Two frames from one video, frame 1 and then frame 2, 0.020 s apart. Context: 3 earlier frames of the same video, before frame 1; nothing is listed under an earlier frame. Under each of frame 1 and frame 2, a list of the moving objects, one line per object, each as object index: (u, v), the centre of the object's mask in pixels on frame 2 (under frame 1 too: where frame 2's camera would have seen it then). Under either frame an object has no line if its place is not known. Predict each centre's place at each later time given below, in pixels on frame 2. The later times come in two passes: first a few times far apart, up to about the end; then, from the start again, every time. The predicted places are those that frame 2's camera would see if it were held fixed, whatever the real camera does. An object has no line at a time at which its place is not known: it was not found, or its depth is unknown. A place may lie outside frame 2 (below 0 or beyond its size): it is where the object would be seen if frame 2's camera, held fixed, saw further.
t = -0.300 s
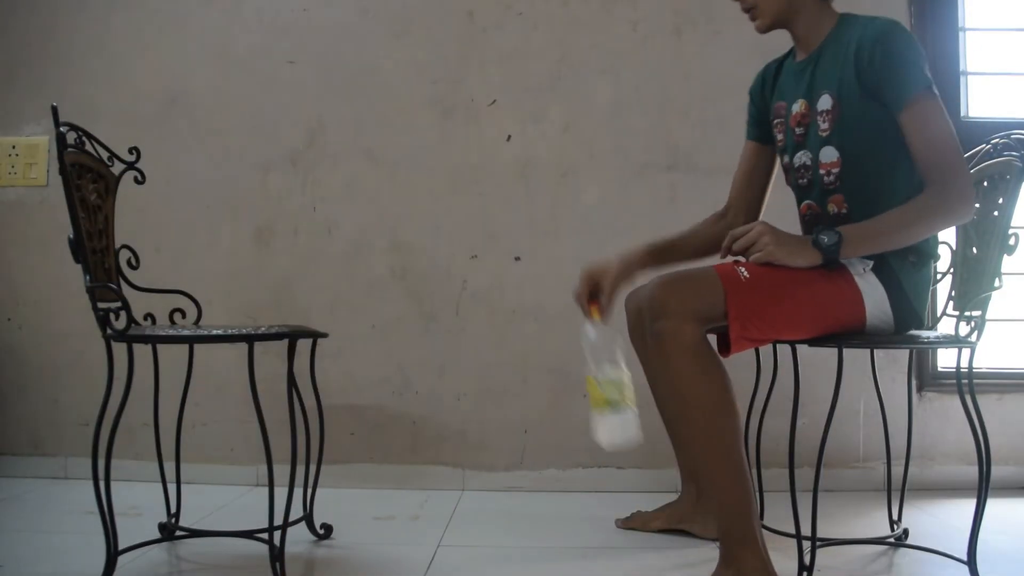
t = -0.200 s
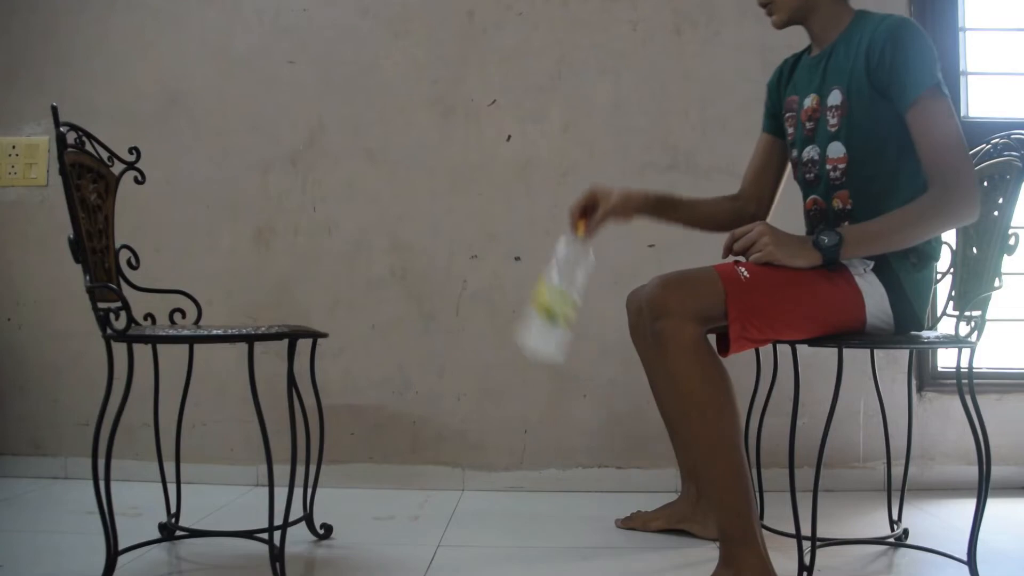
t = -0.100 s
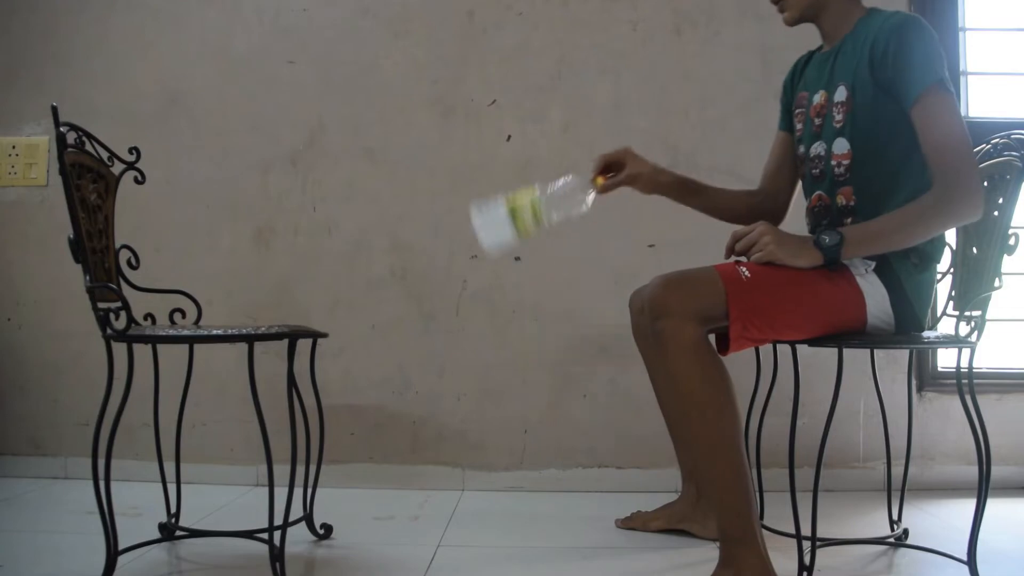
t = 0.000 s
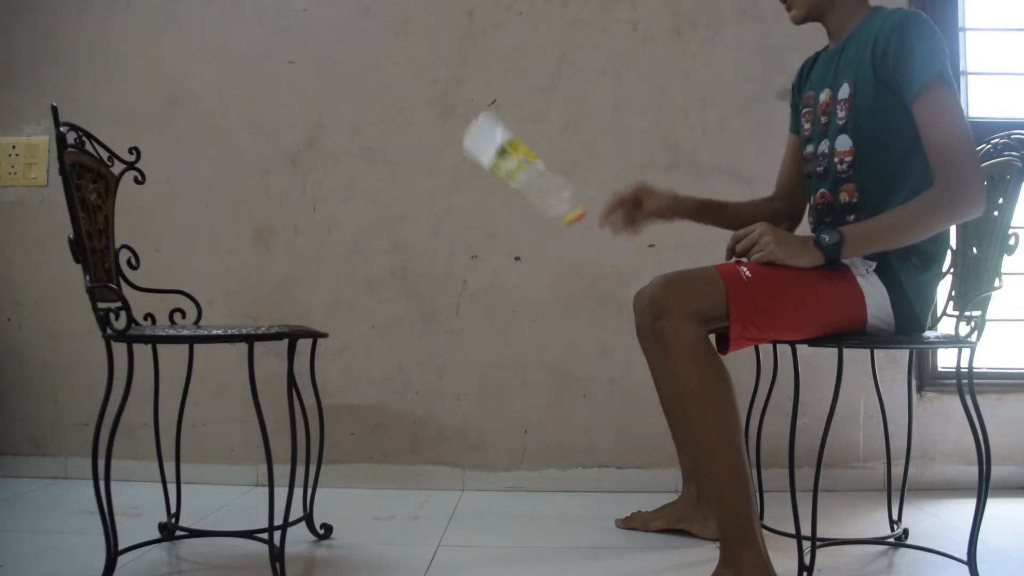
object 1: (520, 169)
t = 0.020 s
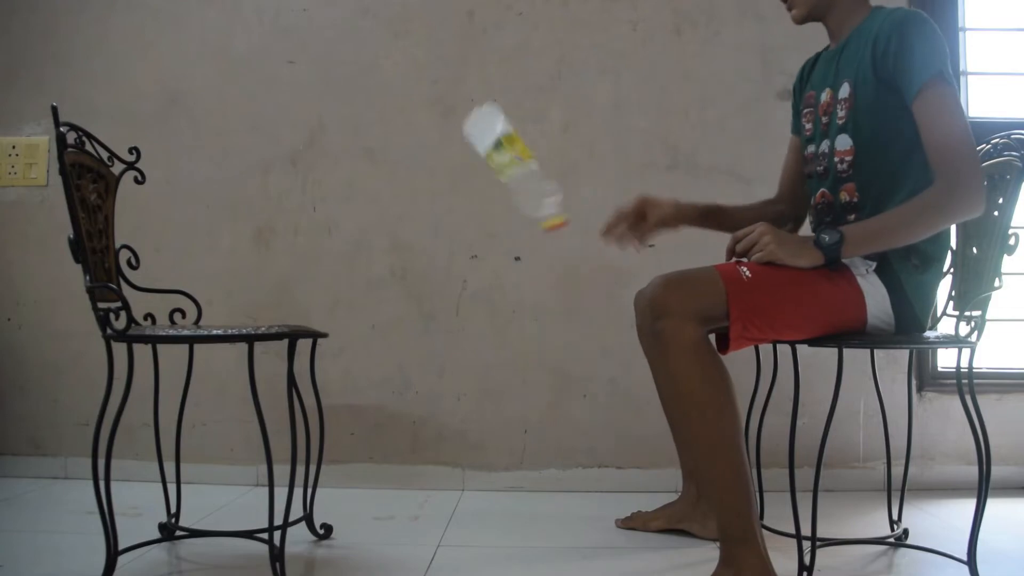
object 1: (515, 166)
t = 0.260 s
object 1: (464, 166)
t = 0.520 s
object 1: (481, 509)
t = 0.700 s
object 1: (492, 507)
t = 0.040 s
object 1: (507, 163)
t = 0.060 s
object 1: (498, 160)
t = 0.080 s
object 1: (489, 156)
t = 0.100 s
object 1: (481, 153)
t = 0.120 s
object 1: (473, 149)
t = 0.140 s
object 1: (467, 146)
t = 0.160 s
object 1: (463, 145)
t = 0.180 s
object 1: (462, 144)
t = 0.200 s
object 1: (461, 145)
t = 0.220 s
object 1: (461, 149)
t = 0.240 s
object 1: (462, 157)
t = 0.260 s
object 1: (464, 166)
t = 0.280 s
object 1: (465, 179)
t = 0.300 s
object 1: (467, 194)
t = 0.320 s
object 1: (468, 212)
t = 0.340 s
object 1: (470, 234)
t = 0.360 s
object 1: (471, 257)
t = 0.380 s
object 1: (473, 287)
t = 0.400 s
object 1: (476, 317)
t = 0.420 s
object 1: (477, 349)
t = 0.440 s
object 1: (477, 382)
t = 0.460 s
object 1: (477, 416)
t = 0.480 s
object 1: (476, 441)
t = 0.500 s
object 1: (479, 497)
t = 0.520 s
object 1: (481, 509)
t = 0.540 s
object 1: (482, 508)
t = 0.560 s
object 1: (484, 508)
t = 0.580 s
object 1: (486, 508)
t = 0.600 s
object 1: (487, 507)
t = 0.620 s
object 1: (488, 507)
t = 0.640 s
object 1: (489, 507)
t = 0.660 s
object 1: (490, 507)
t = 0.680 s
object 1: (491, 507)
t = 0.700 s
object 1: (492, 507)
